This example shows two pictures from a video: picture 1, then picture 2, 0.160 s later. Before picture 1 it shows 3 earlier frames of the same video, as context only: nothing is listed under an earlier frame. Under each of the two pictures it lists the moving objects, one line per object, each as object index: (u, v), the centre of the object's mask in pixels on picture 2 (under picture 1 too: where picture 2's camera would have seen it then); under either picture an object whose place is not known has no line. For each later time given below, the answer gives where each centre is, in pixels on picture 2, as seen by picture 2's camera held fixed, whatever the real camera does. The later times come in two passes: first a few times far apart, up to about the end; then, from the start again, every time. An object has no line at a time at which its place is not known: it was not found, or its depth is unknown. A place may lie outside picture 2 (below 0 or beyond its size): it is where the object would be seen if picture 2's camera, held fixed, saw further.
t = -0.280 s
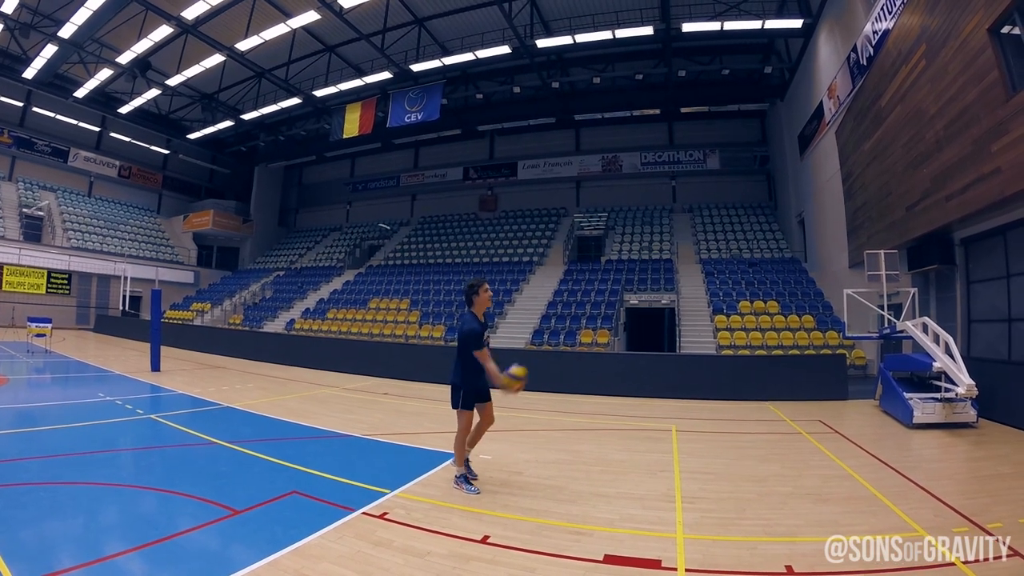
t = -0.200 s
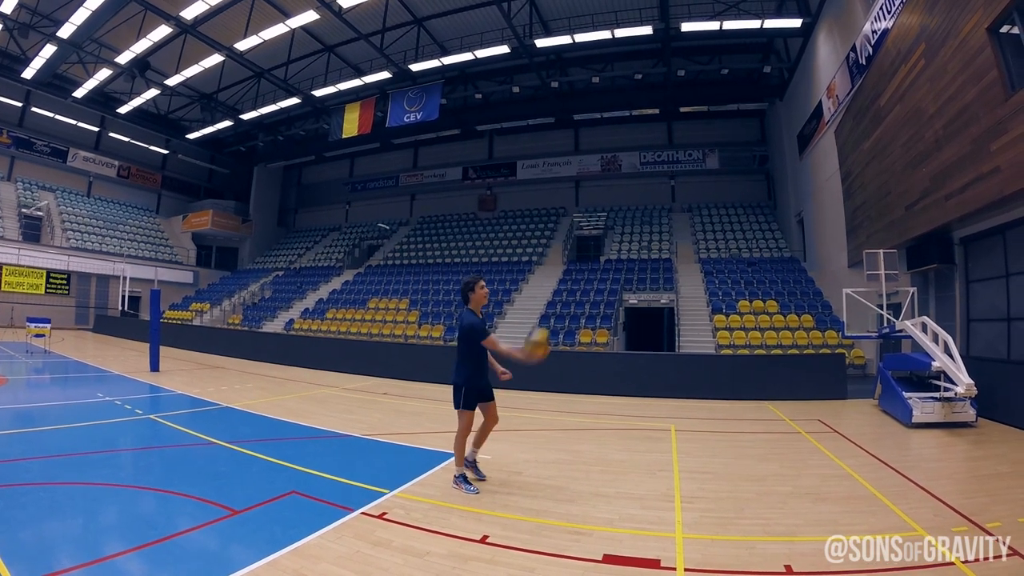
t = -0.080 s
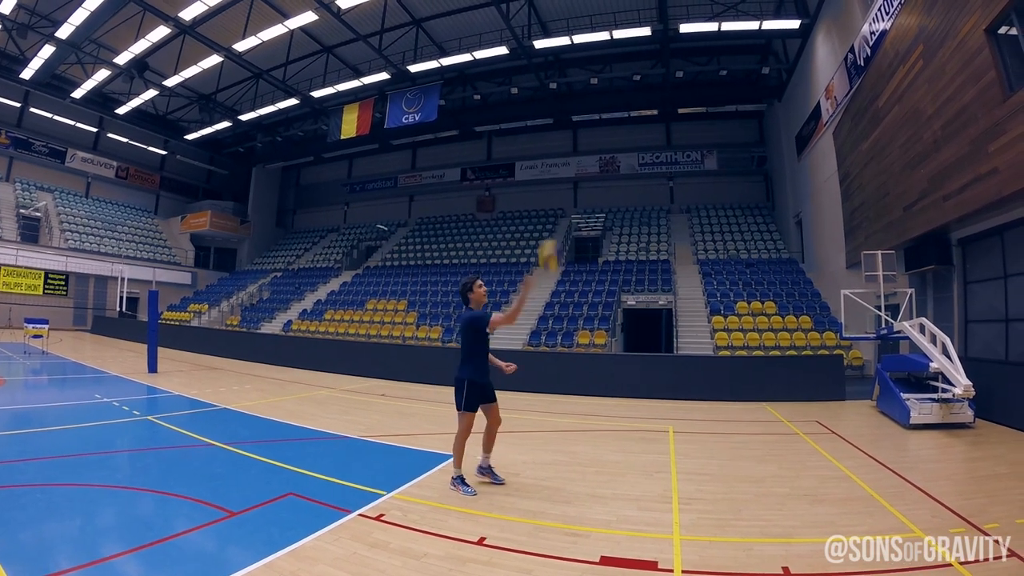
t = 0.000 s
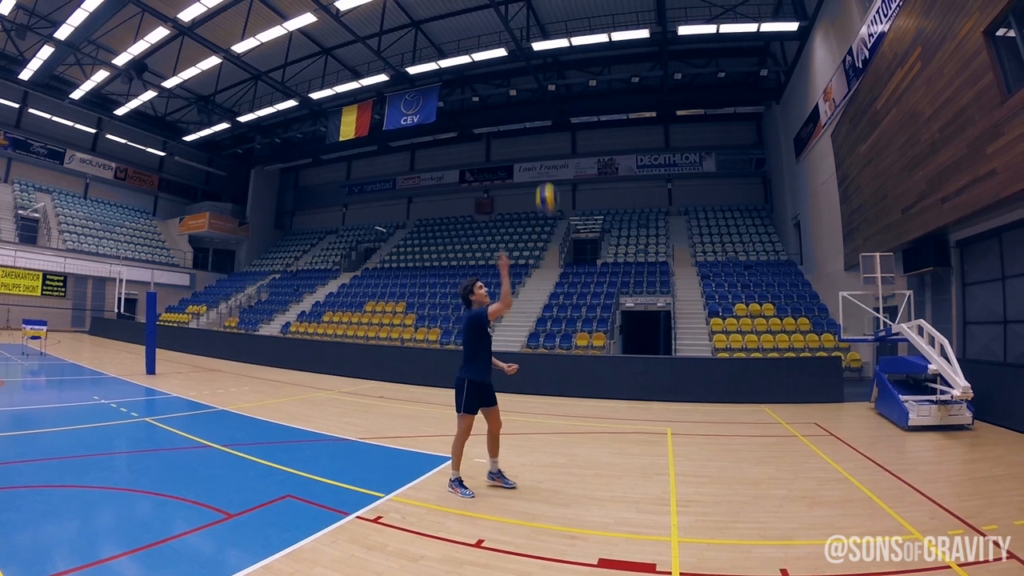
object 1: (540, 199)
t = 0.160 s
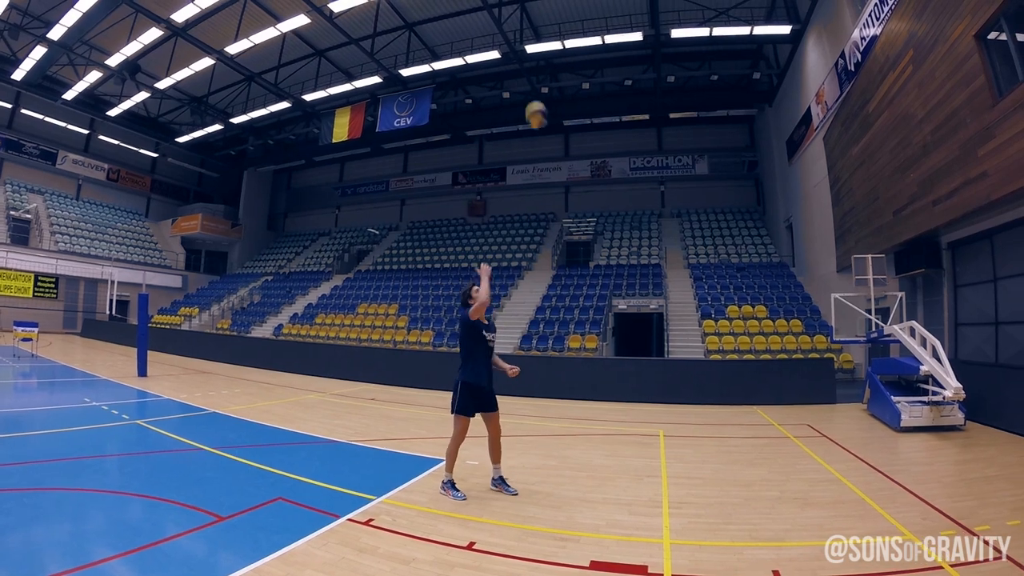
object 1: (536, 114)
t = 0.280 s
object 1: (534, 72)
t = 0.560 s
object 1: (529, 29)
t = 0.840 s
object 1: (521, 47)
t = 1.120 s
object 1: (510, 137)
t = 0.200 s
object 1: (536, 98)
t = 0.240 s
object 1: (535, 84)
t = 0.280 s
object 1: (534, 72)
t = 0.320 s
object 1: (533, 63)
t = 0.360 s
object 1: (531, 53)
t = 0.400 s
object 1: (531, 45)
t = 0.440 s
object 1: (531, 38)
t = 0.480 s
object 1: (530, 34)
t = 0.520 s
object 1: (529, 32)
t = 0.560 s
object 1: (529, 29)
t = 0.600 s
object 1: (527, 28)
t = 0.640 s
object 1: (527, 28)
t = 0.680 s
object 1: (526, 30)
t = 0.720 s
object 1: (525, 32)
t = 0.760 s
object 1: (524, 36)
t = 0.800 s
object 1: (522, 41)
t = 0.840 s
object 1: (521, 47)
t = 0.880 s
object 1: (519, 56)
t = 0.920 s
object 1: (518, 65)
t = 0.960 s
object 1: (516, 76)
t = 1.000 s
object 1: (514, 89)
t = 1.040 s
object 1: (511, 103)
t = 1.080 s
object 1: (511, 118)
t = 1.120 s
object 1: (510, 137)
